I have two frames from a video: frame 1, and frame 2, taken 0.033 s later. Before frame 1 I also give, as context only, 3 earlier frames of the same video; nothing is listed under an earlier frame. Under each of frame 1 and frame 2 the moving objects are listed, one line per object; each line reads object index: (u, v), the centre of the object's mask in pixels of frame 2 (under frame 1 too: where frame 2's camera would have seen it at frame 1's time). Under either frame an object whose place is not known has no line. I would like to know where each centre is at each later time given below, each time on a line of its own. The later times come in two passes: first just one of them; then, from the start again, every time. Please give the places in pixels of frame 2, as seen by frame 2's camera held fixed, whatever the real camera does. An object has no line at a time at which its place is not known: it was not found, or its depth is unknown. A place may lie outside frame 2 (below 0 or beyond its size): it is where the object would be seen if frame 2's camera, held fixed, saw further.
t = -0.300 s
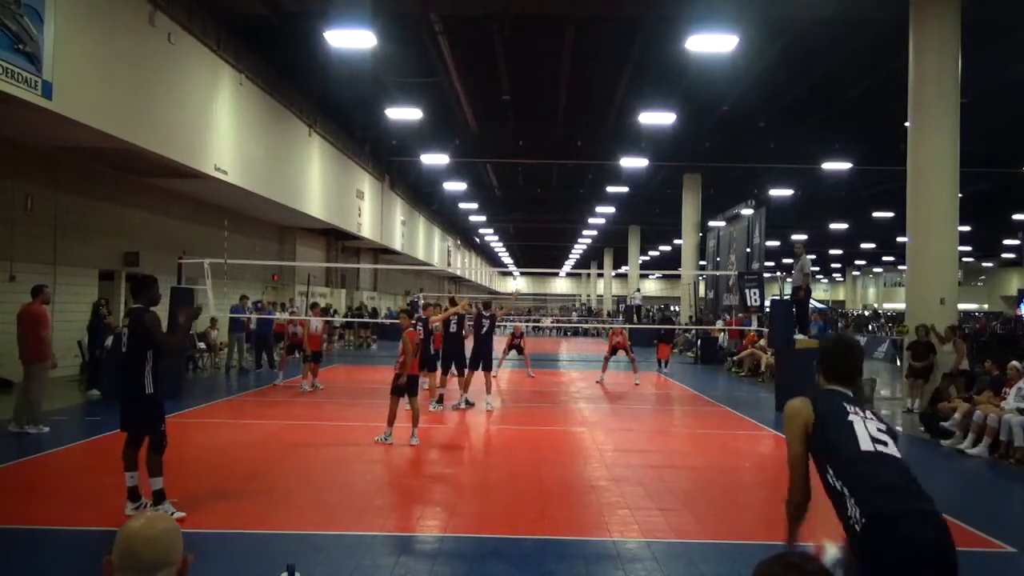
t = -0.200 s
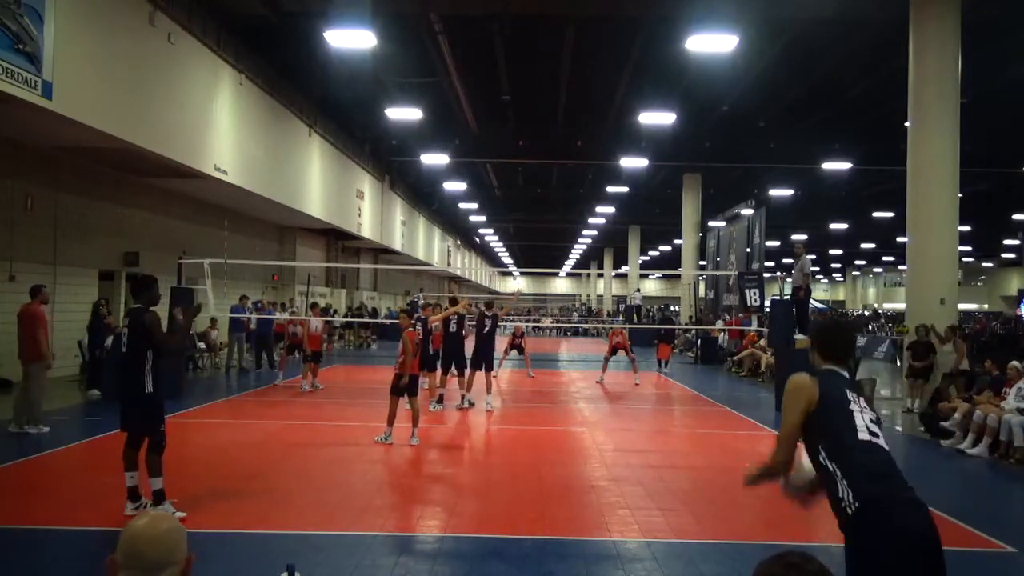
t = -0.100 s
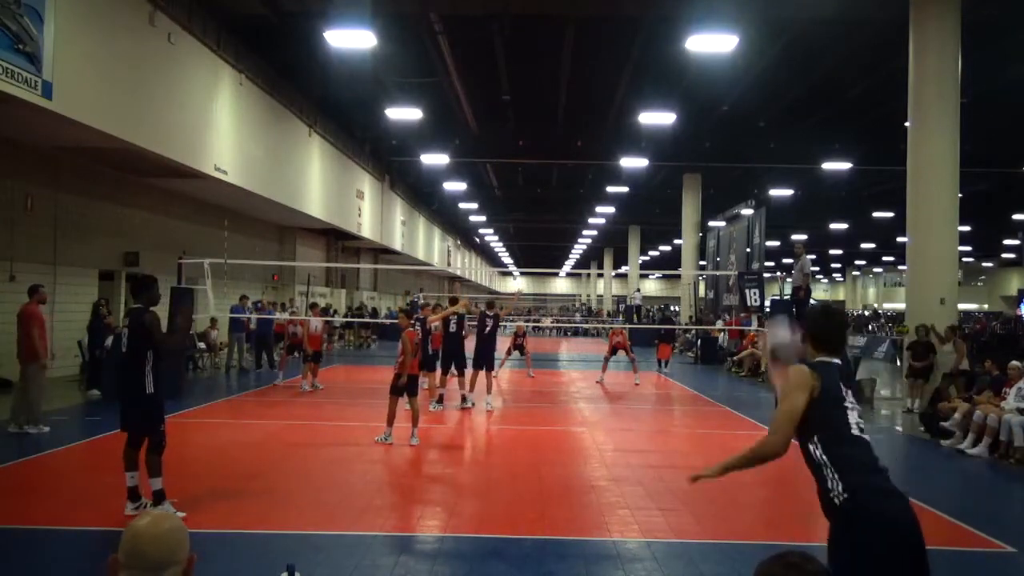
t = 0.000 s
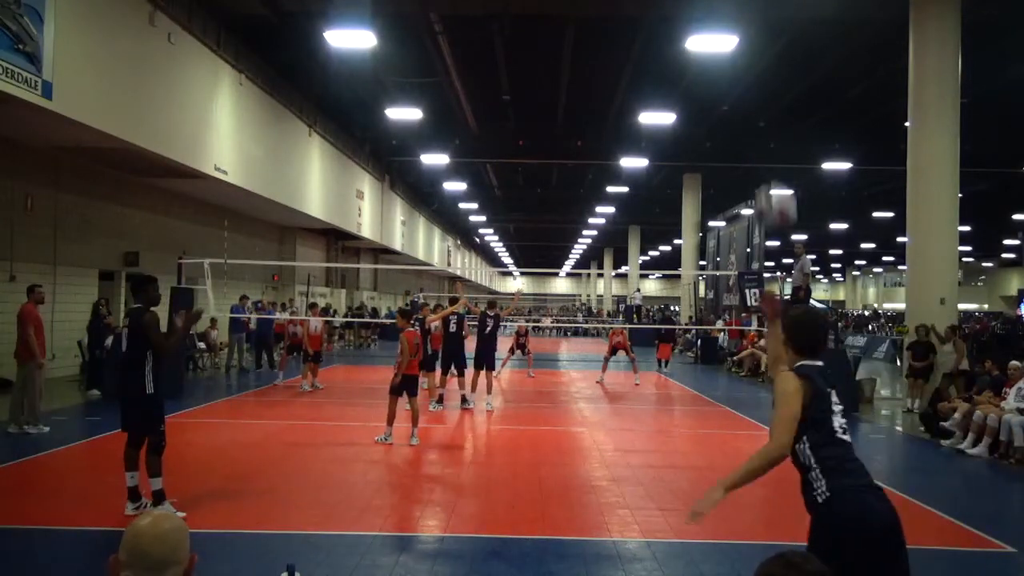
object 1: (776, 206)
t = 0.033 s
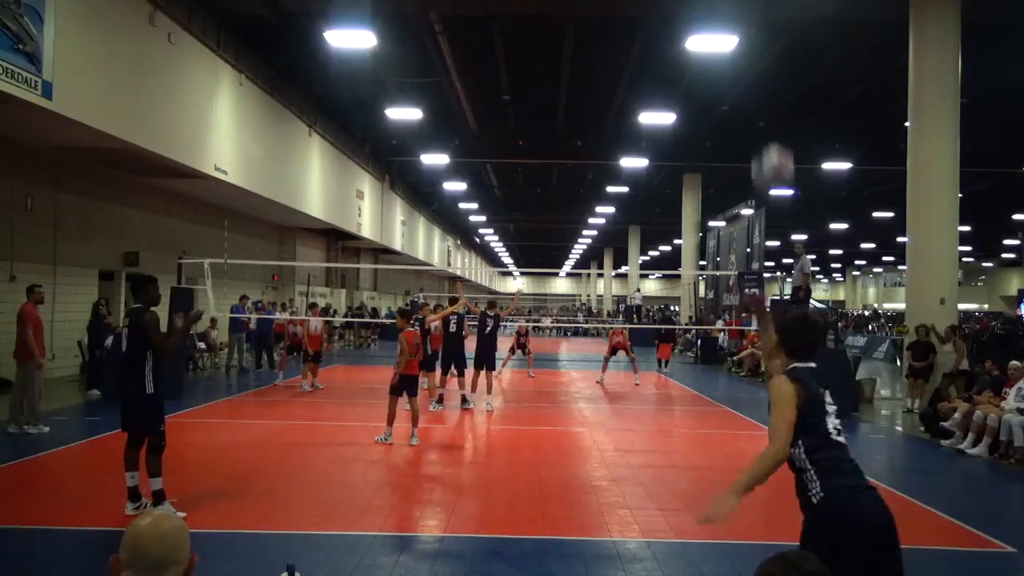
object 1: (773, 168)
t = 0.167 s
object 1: (766, 42)
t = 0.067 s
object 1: (771, 132)
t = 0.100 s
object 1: (770, 101)
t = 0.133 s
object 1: (767, 72)
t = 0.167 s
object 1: (766, 42)
